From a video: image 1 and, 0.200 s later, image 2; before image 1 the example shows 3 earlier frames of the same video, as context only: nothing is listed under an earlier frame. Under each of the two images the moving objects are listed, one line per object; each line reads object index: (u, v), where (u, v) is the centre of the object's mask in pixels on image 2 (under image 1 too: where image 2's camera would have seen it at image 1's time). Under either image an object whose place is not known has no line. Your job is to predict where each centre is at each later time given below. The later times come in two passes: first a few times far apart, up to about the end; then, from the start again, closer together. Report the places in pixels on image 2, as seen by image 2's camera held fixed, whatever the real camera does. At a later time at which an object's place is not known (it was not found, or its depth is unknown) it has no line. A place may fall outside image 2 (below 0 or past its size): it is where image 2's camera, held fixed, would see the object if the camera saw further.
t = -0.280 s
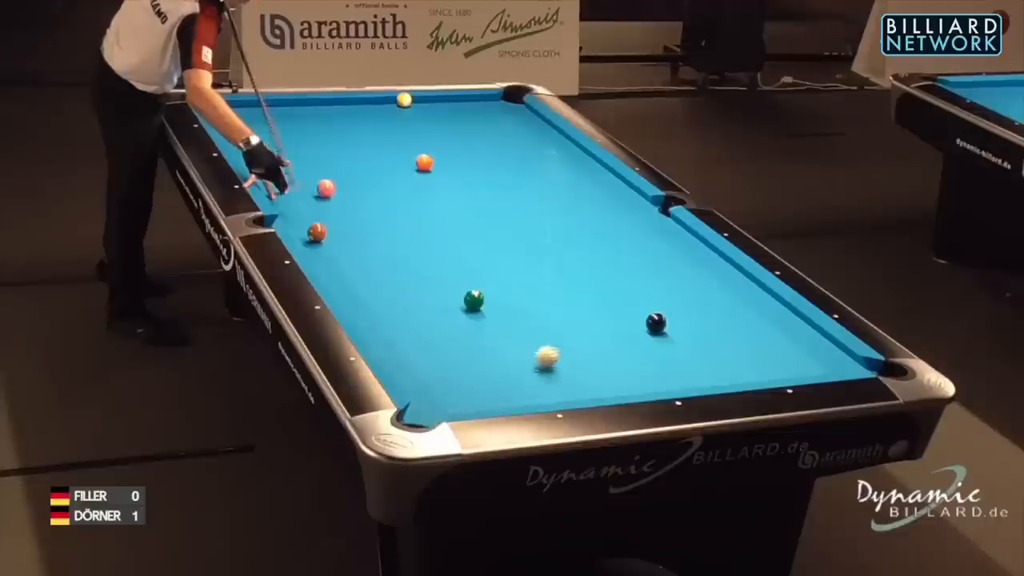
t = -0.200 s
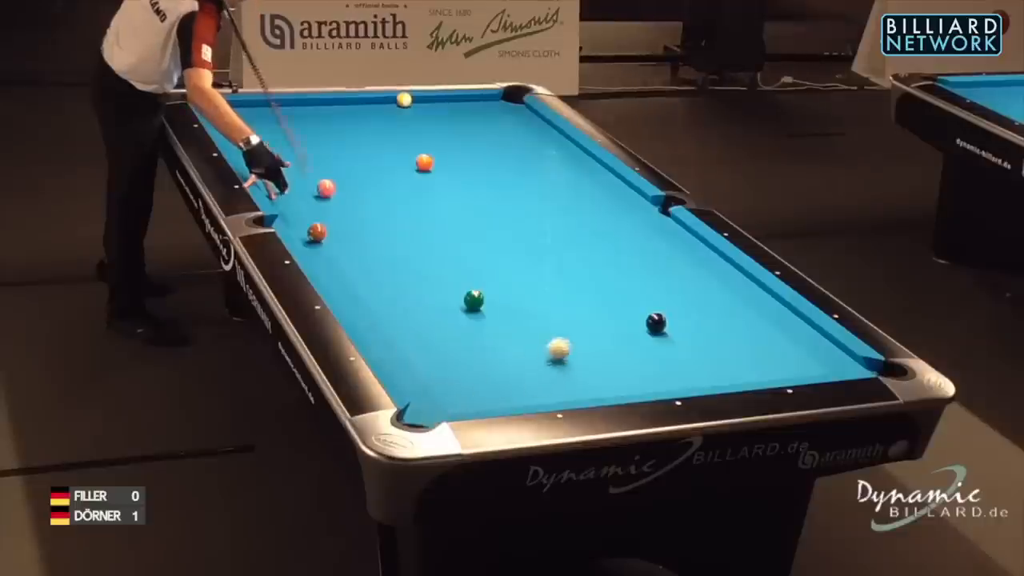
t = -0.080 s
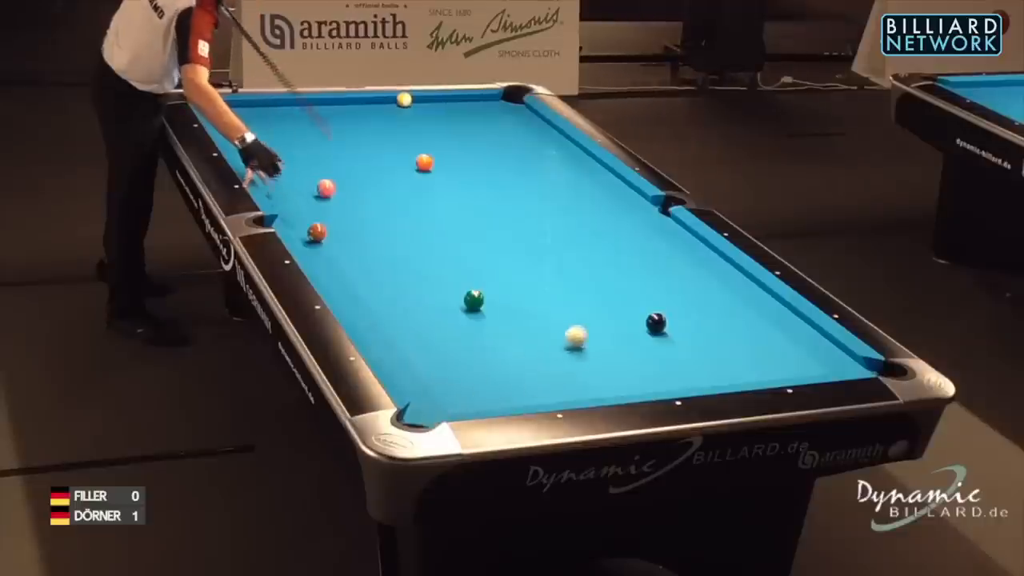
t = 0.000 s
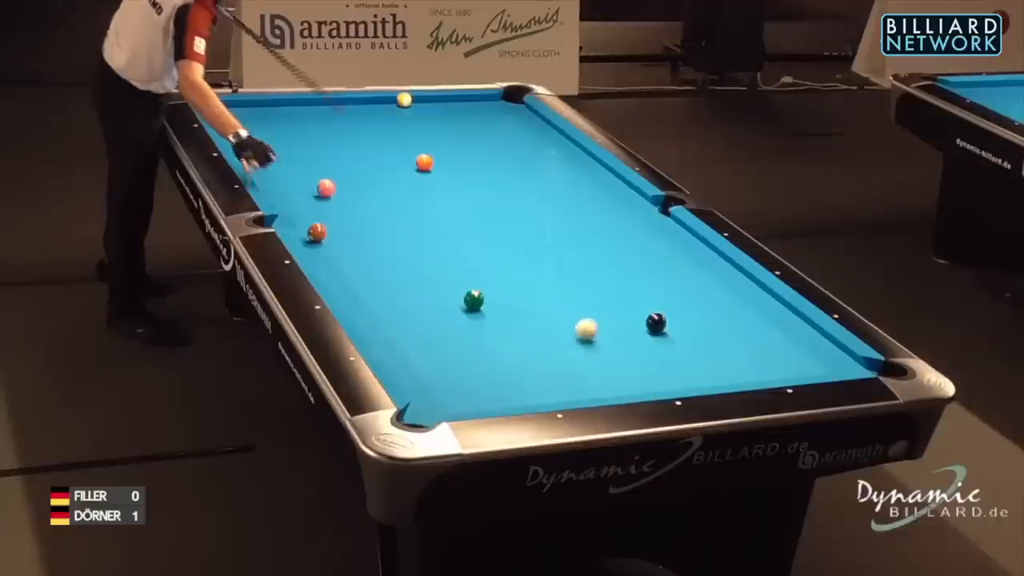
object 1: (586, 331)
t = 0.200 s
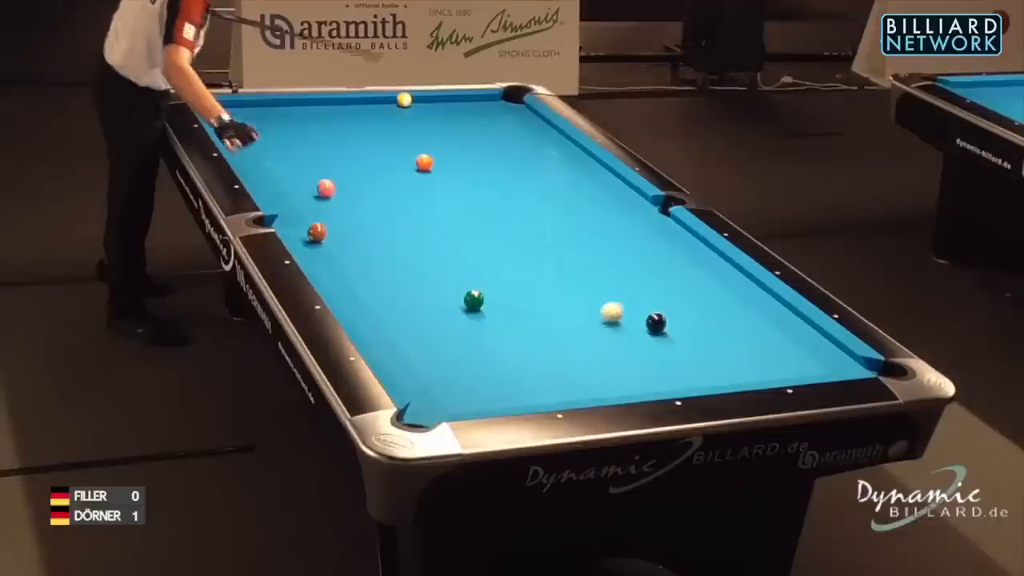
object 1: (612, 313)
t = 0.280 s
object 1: (621, 306)
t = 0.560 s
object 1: (653, 284)
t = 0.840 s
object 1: (681, 264)
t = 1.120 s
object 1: (705, 247)
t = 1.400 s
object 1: (664, 237)
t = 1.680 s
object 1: (625, 228)
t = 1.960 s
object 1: (588, 219)
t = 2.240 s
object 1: (554, 211)
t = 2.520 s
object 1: (522, 203)
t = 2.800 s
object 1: (492, 196)
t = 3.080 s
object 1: (465, 189)
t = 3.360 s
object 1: (440, 183)
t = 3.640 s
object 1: (416, 178)
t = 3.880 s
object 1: (398, 173)
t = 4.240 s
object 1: (371, 168)
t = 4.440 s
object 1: (361, 165)
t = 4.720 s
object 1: (345, 161)
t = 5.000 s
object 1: (331, 158)
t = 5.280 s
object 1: (319, 155)
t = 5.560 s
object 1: (309, 152)
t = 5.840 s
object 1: (301, 150)
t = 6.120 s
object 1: (294, 148)
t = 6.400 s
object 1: (289, 146)
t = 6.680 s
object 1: (286, 145)
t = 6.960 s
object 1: (284, 144)
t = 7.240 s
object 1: (283, 144)
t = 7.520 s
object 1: (283, 144)
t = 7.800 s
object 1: (283, 144)
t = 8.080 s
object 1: (283, 144)
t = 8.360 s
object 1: (283, 144)
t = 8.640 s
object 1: (283, 144)
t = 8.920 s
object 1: (283, 144)
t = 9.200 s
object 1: (283, 144)
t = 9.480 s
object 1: (283, 144)
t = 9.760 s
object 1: (283, 144)
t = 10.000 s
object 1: (283, 144)
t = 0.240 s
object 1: (617, 310)
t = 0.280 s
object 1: (621, 306)
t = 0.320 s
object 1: (626, 303)
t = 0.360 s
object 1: (630, 300)
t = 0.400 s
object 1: (635, 296)
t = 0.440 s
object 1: (640, 293)
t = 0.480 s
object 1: (644, 290)
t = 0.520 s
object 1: (648, 287)
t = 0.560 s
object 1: (653, 284)
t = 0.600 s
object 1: (657, 281)
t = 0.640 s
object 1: (661, 278)
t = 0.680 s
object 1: (665, 275)
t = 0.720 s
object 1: (669, 272)
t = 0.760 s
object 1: (673, 270)
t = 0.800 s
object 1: (677, 267)
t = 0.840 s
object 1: (681, 264)
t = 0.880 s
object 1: (685, 262)
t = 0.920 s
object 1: (688, 259)
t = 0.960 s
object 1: (692, 257)
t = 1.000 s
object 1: (695, 254)
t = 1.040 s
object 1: (699, 251)
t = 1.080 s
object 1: (703, 249)
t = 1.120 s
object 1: (705, 247)
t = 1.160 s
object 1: (700, 245)
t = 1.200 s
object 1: (694, 244)
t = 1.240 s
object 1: (688, 242)
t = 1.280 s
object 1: (681, 241)
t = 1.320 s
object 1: (676, 239)
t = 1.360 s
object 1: (670, 238)
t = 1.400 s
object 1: (664, 237)
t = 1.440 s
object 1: (658, 236)
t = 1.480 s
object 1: (653, 234)
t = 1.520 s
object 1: (647, 232)
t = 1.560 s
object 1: (641, 231)
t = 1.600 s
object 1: (636, 230)
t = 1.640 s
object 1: (630, 229)
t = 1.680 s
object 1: (625, 228)
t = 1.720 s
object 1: (619, 226)
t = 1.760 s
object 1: (614, 225)
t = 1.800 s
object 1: (609, 224)
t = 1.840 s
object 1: (603, 222)
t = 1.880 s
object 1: (598, 221)
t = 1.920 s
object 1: (593, 220)
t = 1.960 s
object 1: (588, 219)
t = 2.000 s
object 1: (583, 217)
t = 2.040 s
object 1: (578, 216)
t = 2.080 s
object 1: (573, 215)
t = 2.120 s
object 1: (568, 214)
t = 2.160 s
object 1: (563, 213)
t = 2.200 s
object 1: (559, 212)
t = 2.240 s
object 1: (554, 211)
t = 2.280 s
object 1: (549, 209)
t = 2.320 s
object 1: (544, 208)
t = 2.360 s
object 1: (540, 207)
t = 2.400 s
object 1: (535, 206)
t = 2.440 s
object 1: (531, 205)
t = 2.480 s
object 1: (526, 204)
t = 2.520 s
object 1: (522, 203)
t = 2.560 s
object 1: (517, 202)
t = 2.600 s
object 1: (513, 201)
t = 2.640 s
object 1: (509, 200)
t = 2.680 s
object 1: (505, 199)
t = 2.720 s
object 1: (500, 198)
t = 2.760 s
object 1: (497, 197)
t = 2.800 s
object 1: (492, 196)
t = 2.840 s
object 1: (488, 195)
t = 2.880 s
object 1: (484, 194)
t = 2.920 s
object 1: (480, 193)
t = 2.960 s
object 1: (476, 192)
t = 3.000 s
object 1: (472, 191)
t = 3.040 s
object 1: (469, 190)
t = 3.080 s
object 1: (465, 189)
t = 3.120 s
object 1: (461, 189)
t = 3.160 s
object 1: (457, 188)
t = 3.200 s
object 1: (453, 187)
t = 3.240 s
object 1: (450, 186)
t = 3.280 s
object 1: (446, 185)
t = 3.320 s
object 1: (443, 184)
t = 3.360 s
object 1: (440, 183)
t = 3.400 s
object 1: (436, 183)
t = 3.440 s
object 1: (433, 182)
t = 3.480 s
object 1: (429, 181)
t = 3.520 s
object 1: (425, 180)
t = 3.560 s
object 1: (423, 180)
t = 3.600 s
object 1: (419, 179)
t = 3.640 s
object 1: (416, 178)
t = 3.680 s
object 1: (413, 177)
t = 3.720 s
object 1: (410, 177)
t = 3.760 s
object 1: (407, 176)
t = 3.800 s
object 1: (404, 175)
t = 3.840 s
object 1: (401, 174)
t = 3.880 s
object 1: (398, 173)
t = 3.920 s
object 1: (395, 173)
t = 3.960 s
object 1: (392, 172)
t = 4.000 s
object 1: (389, 172)
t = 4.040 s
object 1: (386, 171)
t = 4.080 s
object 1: (384, 171)
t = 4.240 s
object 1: (371, 168)
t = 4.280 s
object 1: (370, 167)
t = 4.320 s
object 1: (368, 167)
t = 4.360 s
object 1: (366, 166)
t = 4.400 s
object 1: (363, 165)
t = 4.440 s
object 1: (361, 165)
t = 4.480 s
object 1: (358, 164)
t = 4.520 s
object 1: (356, 164)
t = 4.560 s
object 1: (354, 163)
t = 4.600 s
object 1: (351, 163)
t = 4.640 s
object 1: (349, 163)
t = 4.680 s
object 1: (347, 162)
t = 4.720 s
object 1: (345, 161)
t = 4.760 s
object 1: (343, 161)
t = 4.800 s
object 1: (341, 160)
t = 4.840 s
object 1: (339, 160)
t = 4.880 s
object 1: (336, 159)
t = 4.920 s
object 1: (335, 159)
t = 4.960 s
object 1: (333, 158)
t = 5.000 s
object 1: (331, 158)
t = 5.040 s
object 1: (329, 158)
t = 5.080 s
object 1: (327, 157)
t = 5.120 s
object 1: (326, 156)
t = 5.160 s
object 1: (324, 156)
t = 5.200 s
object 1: (322, 156)
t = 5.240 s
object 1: (321, 155)
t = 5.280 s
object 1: (319, 155)
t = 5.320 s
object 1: (317, 154)
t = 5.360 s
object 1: (316, 154)
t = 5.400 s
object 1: (314, 154)
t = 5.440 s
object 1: (313, 153)
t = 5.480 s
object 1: (311, 153)
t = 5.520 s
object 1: (310, 152)
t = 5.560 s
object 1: (309, 152)
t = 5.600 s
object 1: (307, 152)
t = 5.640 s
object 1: (306, 151)
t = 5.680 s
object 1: (304, 151)
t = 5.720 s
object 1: (304, 151)
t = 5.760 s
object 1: (303, 151)
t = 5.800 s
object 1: (302, 150)
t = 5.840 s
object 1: (301, 150)
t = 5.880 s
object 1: (299, 150)
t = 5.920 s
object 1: (298, 149)
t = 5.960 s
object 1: (297, 149)
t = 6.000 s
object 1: (296, 149)
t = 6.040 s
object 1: (295, 148)
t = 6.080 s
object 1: (295, 148)
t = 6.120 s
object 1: (294, 148)
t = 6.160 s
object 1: (293, 148)
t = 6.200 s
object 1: (292, 147)
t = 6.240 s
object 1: (292, 147)
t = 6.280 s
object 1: (291, 147)
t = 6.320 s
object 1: (290, 146)
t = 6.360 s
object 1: (290, 146)
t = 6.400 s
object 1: (289, 146)
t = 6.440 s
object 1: (289, 146)
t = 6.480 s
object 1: (288, 146)
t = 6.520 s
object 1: (287, 146)
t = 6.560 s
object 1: (287, 145)
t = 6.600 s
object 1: (287, 145)
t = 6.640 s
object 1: (286, 145)
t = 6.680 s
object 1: (286, 145)
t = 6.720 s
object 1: (285, 145)
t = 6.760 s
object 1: (285, 145)
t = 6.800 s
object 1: (285, 145)
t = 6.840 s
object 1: (284, 144)
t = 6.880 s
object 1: (284, 144)
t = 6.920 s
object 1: (284, 144)
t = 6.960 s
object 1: (284, 144)
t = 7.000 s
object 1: (284, 144)
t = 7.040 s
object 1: (283, 144)
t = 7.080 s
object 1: (283, 144)
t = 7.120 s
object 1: (283, 144)
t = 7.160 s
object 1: (283, 144)
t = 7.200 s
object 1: (283, 144)
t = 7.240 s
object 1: (283, 144)
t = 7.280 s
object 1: (283, 144)
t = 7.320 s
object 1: (283, 144)
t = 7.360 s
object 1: (283, 144)
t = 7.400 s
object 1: (283, 144)
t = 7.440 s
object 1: (284, 143)
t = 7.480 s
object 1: (283, 144)
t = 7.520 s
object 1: (283, 144)
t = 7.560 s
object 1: (283, 144)
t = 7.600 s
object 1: (283, 144)
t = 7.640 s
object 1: (283, 144)
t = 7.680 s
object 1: (283, 144)
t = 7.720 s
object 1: (283, 144)
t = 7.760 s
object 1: (283, 144)
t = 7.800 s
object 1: (283, 144)
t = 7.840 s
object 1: (283, 144)
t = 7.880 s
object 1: (283, 144)
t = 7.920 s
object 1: (283, 144)
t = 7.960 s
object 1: (283, 144)
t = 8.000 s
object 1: (283, 144)
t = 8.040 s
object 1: (283, 144)
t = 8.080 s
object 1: (283, 144)
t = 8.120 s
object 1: (283, 144)
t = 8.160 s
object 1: (283, 144)
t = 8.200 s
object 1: (283, 144)
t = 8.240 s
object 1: (283, 144)
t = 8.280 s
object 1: (283, 144)
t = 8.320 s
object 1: (283, 144)
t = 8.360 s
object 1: (283, 144)
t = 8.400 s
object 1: (283, 144)
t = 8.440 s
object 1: (283, 144)
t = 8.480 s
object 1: (283, 144)
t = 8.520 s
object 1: (283, 144)
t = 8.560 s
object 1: (283, 144)
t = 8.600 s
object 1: (283, 144)
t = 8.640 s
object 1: (283, 144)
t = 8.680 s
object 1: (283, 144)
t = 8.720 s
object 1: (283, 144)
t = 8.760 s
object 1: (283, 144)
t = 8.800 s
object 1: (283, 144)
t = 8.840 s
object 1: (283, 144)
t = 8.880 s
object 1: (283, 144)
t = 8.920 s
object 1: (283, 144)
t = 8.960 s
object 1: (283, 144)
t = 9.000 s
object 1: (283, 144)
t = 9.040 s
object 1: (283, 144)
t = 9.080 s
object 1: (283, 144)
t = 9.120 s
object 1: (283, 144)
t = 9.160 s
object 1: (283, 144)
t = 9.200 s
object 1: (283, 144)
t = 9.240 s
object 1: (283, 144)
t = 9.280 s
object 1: (283, 144)
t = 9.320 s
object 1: (283, 144)
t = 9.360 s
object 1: (283, 144)
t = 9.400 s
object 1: (283, 144)
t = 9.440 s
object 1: (283, 144)
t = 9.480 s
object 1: (283, 144)
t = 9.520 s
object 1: (283, 144)
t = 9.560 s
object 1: (283, 144)
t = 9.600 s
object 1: (283, 144)
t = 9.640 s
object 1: (283, 144)
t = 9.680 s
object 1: (283, 144)
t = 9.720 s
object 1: (283, 144)
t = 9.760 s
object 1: (283, 144)
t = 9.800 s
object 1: (283, 144)
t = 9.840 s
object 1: (283, 144)
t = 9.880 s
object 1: (283, 144)
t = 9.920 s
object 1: (283, 144)
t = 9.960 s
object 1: (283, 144)
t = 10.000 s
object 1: (283, 144)
